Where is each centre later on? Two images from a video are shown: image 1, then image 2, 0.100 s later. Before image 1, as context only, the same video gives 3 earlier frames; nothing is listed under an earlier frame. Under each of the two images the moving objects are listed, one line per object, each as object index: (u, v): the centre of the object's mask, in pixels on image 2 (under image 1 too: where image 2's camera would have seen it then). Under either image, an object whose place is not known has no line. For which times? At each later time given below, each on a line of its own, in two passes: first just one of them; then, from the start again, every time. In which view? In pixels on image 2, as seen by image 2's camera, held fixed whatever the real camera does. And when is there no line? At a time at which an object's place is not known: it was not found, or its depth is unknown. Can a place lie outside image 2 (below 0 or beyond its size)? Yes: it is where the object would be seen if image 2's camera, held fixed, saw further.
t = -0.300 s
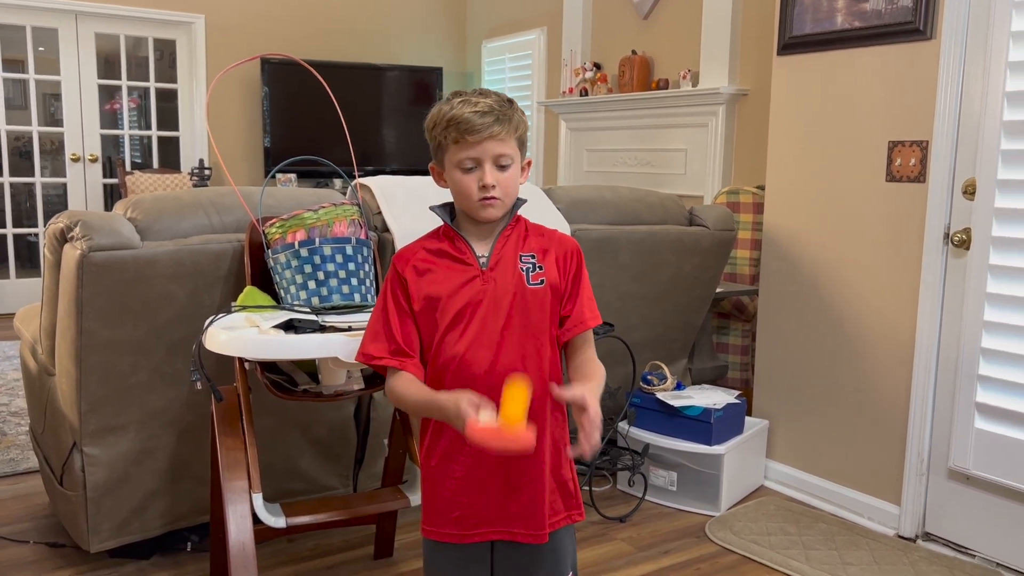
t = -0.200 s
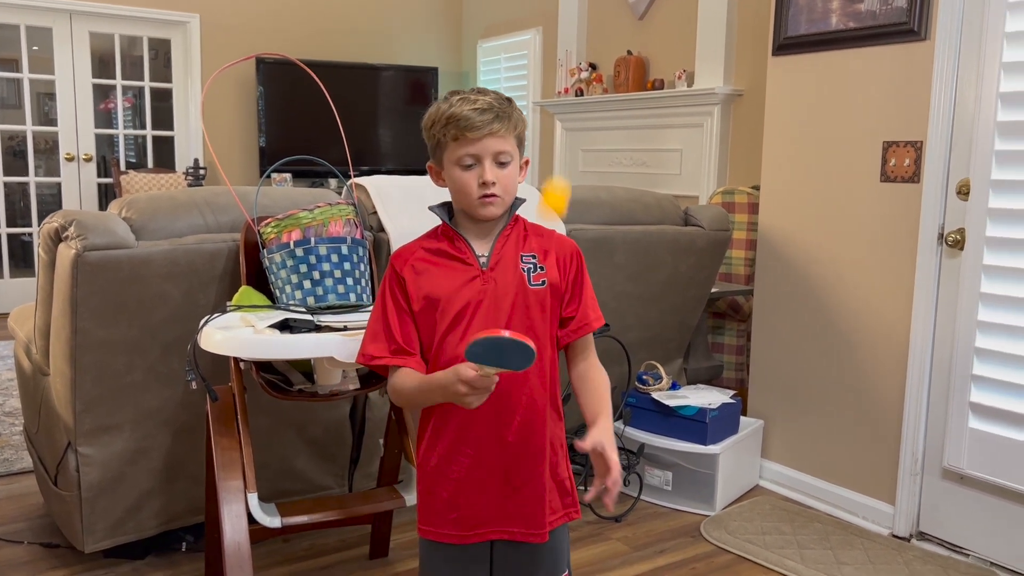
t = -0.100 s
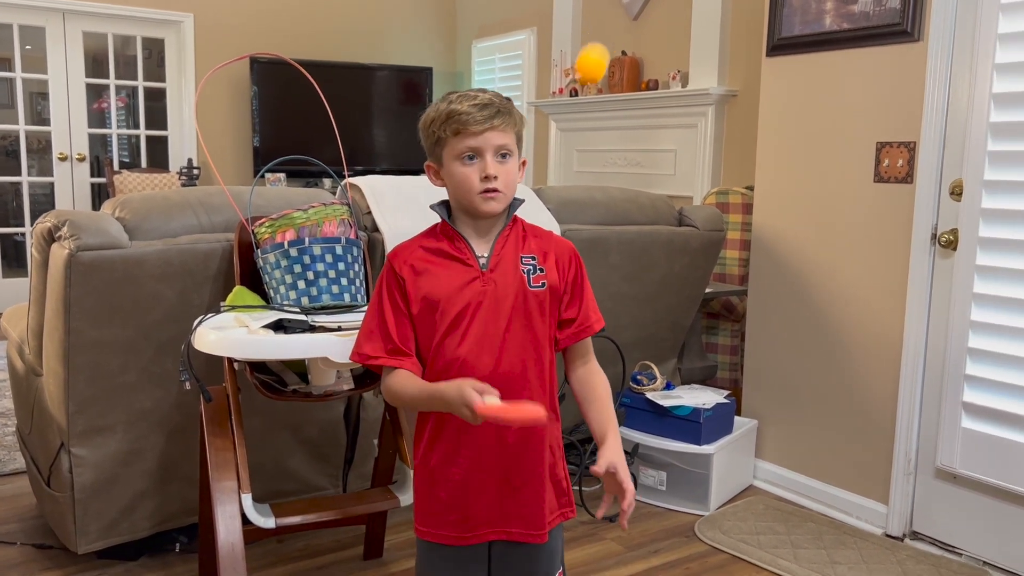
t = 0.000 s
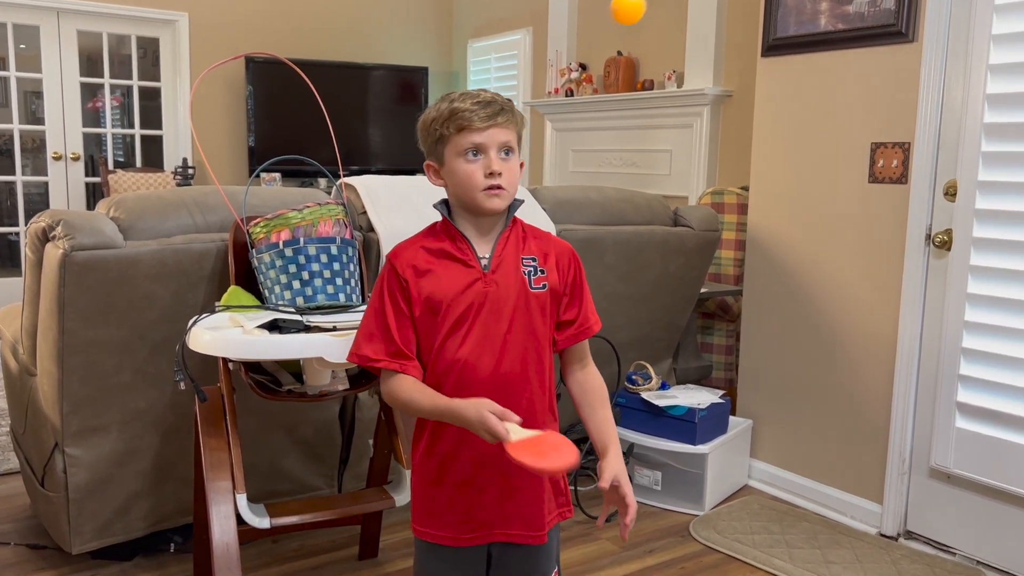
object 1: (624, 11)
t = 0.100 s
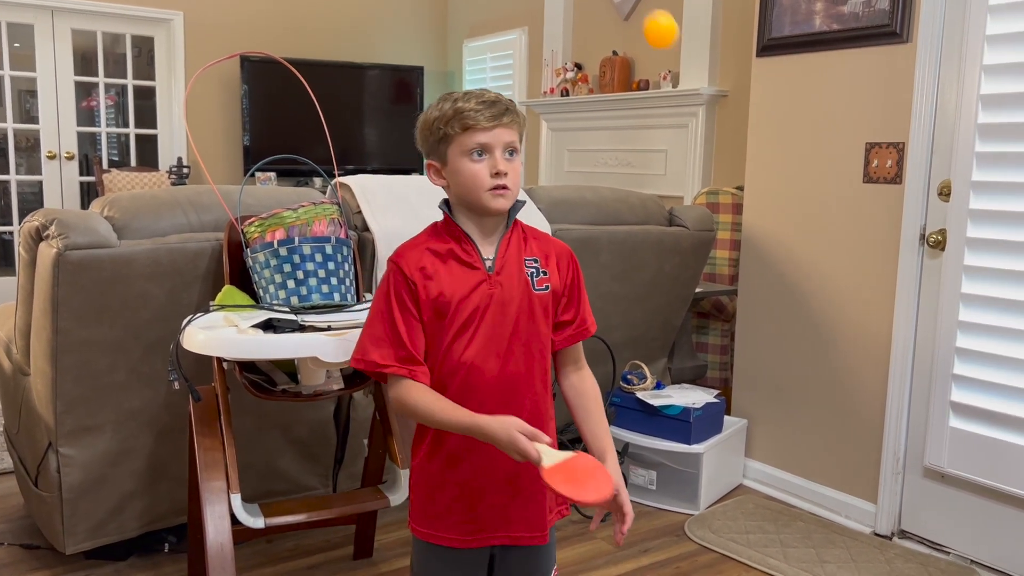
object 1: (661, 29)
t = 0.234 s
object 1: (703, 183)
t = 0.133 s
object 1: (672, 54)
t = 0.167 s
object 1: (683, 88)
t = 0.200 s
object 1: (693, 133)
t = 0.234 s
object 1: (703, 183)
